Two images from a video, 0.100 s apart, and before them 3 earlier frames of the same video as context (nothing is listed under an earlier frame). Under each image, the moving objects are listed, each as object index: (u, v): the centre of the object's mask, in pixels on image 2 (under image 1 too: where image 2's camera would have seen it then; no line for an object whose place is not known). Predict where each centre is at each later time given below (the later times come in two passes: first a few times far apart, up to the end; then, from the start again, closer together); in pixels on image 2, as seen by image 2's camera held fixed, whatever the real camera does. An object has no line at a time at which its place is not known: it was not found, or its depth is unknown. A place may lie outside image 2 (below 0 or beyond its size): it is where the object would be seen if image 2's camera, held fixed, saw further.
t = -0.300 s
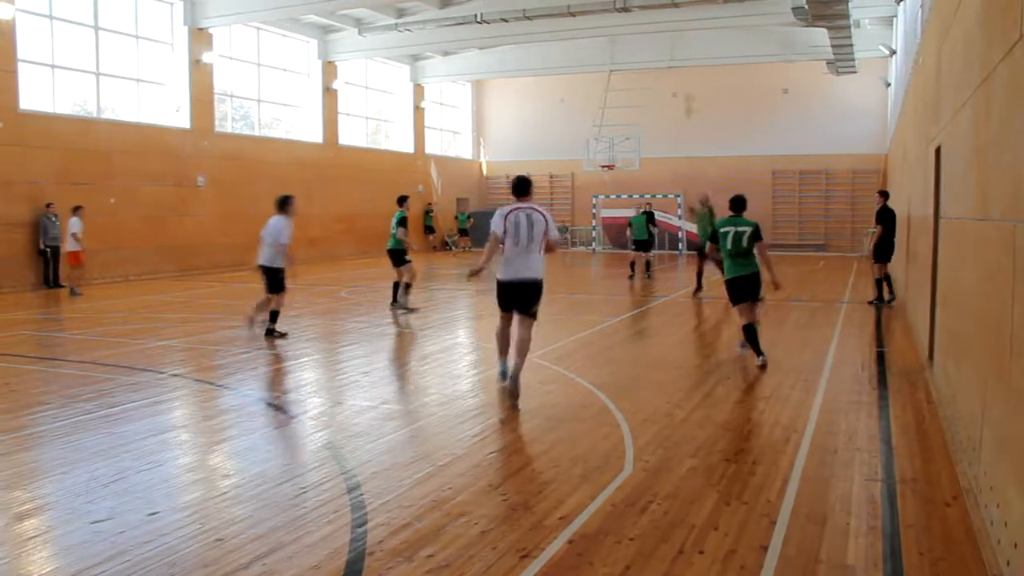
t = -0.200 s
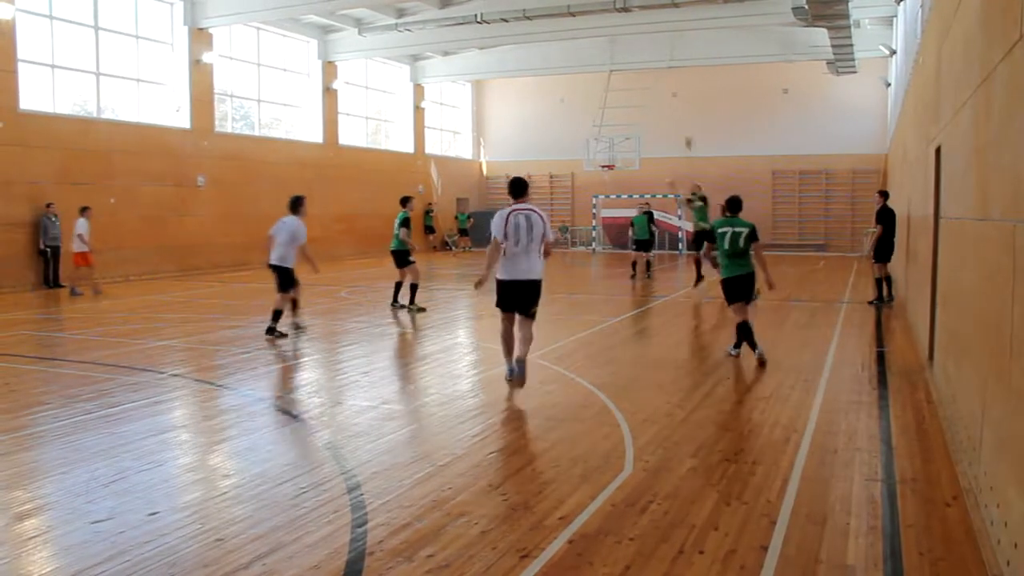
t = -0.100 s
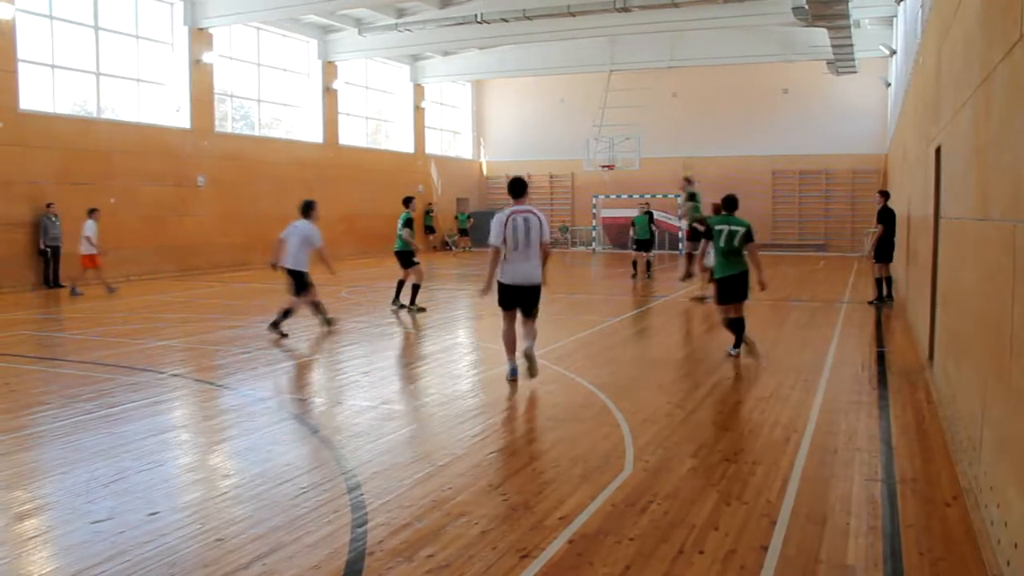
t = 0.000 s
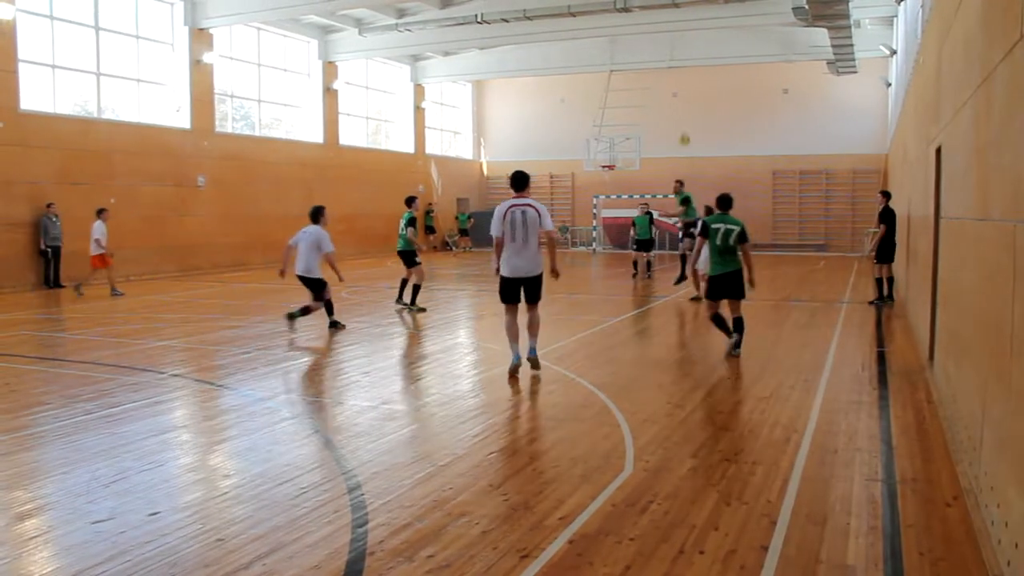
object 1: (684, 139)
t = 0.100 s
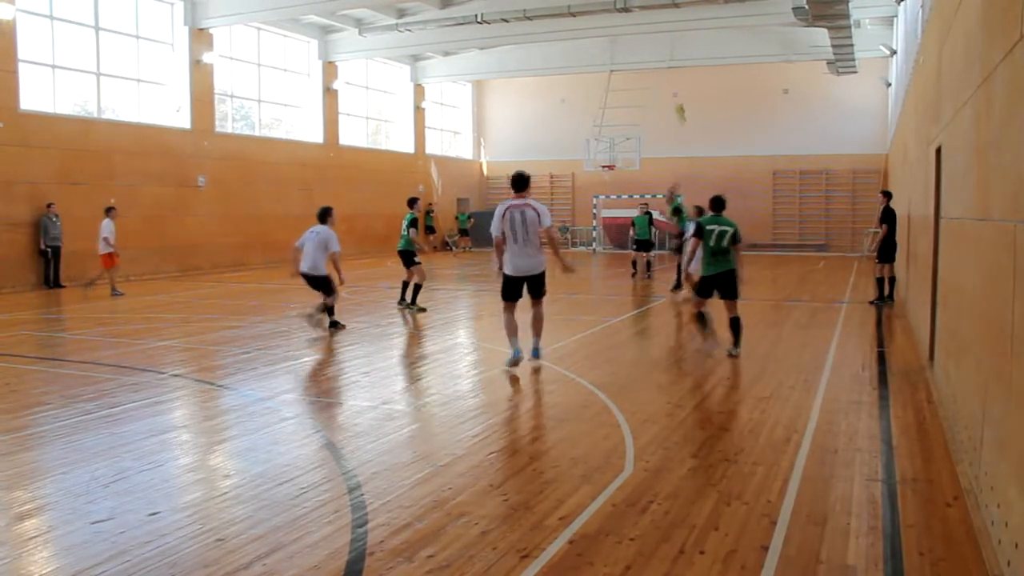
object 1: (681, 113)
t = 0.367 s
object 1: (667, 62)
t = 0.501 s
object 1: (661, 54)
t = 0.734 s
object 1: (649, 71)
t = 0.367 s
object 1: (667, 62)
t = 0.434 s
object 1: (665, 58)
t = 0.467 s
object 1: (663, 55)
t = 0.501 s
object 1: (661, 54)
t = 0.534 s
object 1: (660, 54)
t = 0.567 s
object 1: (659, 54)
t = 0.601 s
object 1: (657, 55)
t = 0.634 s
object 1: (655, 58)
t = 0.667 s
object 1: (653, 61)
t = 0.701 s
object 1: (652, 65)
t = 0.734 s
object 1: (649, 71)
